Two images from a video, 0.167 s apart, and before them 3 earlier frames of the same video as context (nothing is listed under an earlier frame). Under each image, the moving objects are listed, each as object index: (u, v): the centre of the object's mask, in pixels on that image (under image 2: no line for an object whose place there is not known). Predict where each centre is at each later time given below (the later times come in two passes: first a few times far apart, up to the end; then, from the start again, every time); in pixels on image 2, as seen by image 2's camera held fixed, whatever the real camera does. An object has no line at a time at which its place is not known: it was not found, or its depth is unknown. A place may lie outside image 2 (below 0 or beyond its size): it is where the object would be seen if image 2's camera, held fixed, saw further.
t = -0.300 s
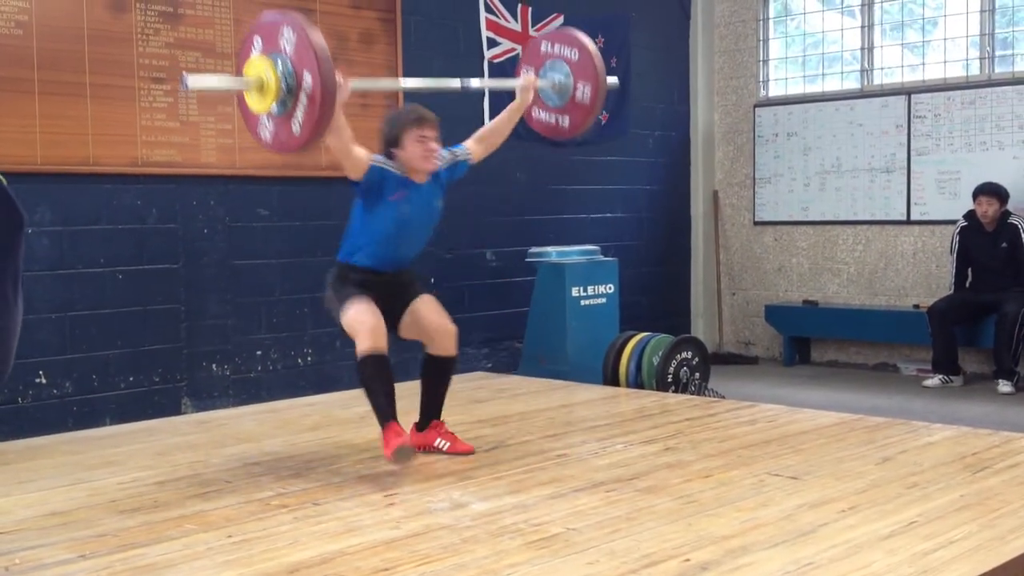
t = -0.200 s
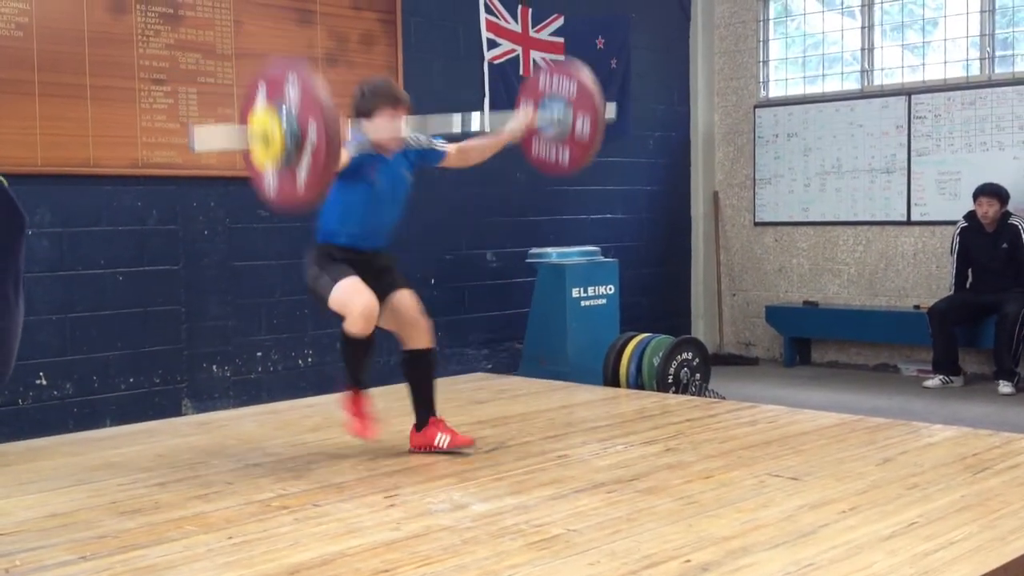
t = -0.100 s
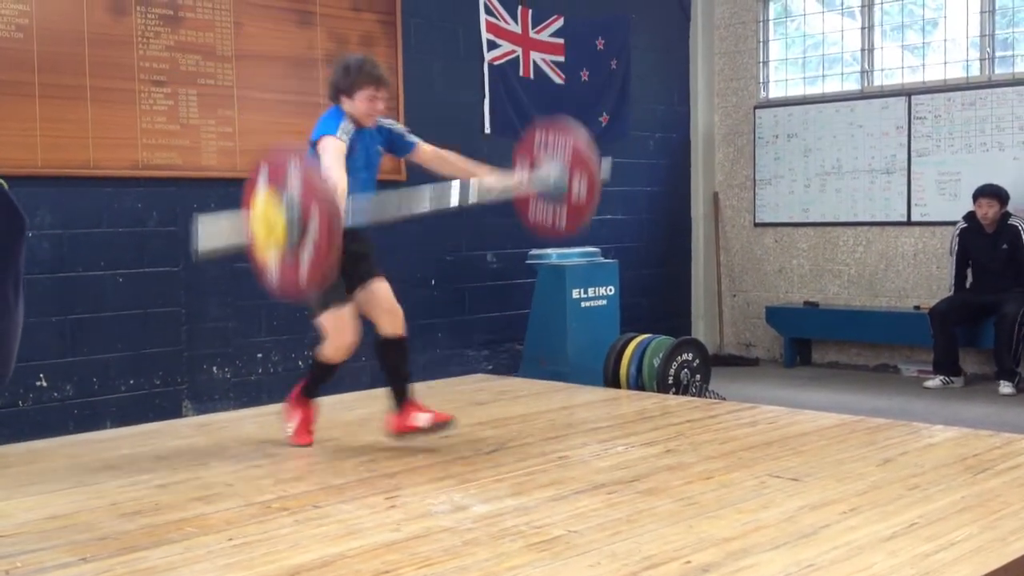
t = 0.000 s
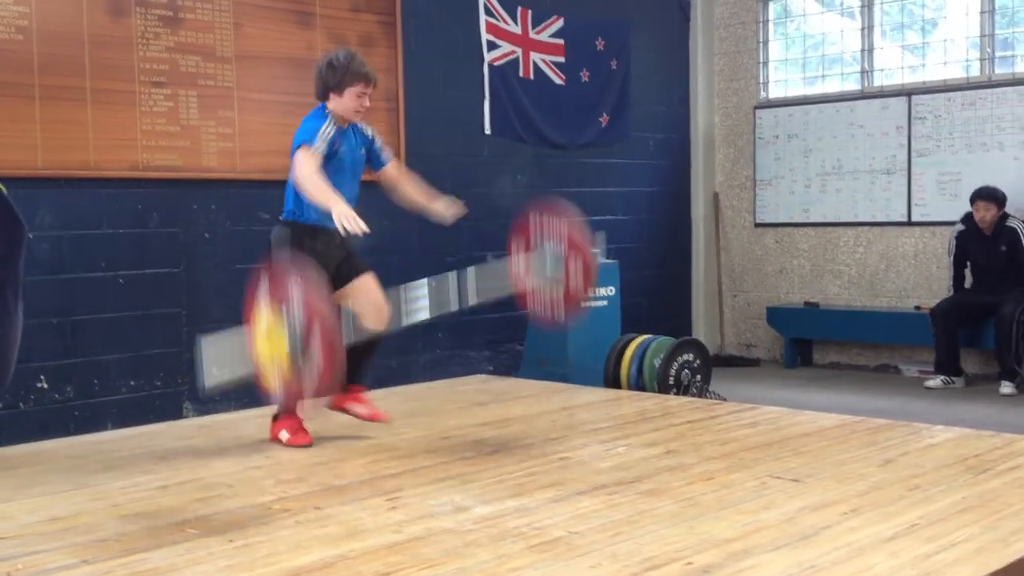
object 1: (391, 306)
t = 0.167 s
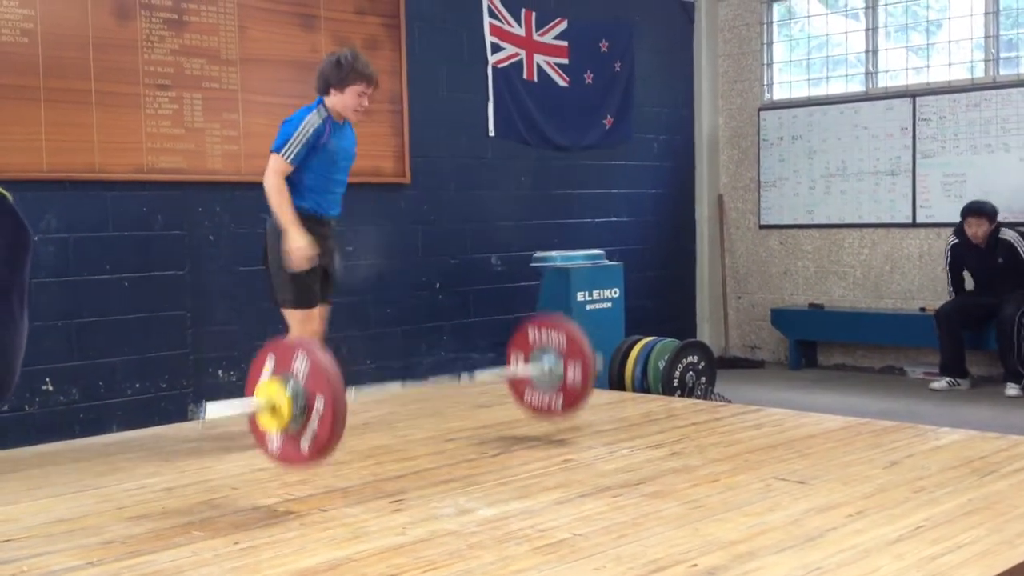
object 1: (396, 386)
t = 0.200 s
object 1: (397, 375)
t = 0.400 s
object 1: (392, 366)
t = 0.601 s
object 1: (388, 407)
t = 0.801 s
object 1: (383, 410)
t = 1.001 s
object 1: (376, 414)
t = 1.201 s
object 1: (371, 414)
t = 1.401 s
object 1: (366, 414)
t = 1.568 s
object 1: (363, 414)
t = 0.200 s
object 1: (397, 375)
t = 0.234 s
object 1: (393, 368)
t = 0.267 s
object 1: (393, 362)
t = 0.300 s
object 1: (392, 359)
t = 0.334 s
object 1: (391, 359)
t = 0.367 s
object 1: (390, 361)
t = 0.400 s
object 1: (392, 366)
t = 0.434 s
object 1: (393, 373)
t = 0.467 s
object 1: (392, 384)
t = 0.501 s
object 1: (390, 399)
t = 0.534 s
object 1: (390, 403)
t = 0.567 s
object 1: (392, 405)
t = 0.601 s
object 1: (388, 407)
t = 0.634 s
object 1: (387, 404)
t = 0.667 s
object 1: (386, 404)
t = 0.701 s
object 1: (385, 406)
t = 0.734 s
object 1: (384, 409)
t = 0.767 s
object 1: (383, 408)
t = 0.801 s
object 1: (383, 410)
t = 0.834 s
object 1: (382, 414)
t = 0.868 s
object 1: (380, 414)
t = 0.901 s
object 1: (379, 413)
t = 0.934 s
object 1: (378, 413)
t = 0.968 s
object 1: (377, 414)
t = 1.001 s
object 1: (376, 414)
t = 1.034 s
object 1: (375, 414)
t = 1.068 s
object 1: (375, 414)
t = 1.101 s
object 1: (374, 414)
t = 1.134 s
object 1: (373, 414)
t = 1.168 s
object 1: (372, 414)
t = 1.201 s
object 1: (371, 414)
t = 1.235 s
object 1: (370, 414)
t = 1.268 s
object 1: (369, 414)
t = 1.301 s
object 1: (368, 414)
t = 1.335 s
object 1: (367, 414)
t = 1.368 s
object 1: (367, 414)
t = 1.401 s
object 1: (366, 414)
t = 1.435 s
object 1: (366, 414)
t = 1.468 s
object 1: (365, 414)
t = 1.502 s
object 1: (364, 414)
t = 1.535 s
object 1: (364, 414)
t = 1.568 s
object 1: (363, 414)
